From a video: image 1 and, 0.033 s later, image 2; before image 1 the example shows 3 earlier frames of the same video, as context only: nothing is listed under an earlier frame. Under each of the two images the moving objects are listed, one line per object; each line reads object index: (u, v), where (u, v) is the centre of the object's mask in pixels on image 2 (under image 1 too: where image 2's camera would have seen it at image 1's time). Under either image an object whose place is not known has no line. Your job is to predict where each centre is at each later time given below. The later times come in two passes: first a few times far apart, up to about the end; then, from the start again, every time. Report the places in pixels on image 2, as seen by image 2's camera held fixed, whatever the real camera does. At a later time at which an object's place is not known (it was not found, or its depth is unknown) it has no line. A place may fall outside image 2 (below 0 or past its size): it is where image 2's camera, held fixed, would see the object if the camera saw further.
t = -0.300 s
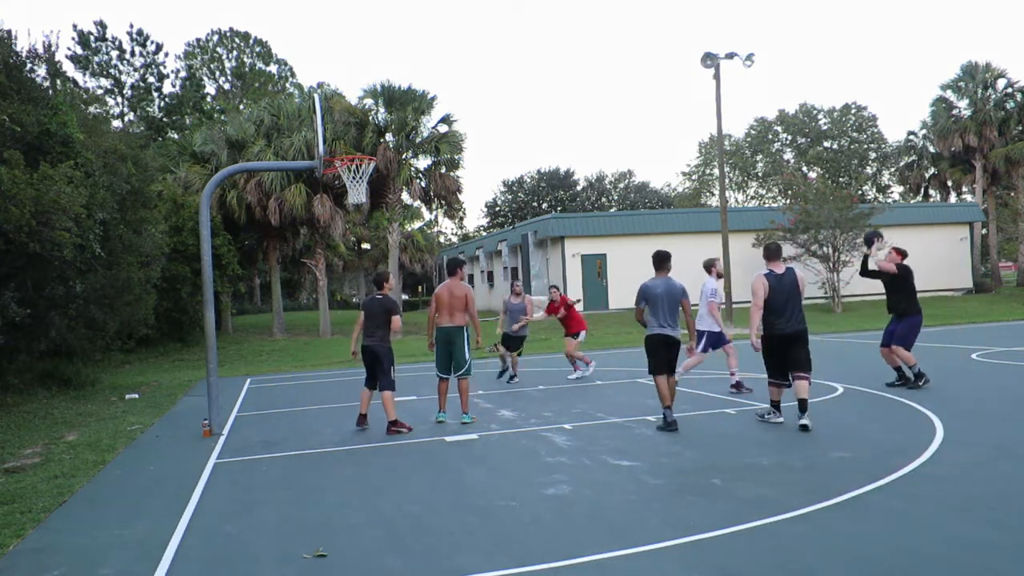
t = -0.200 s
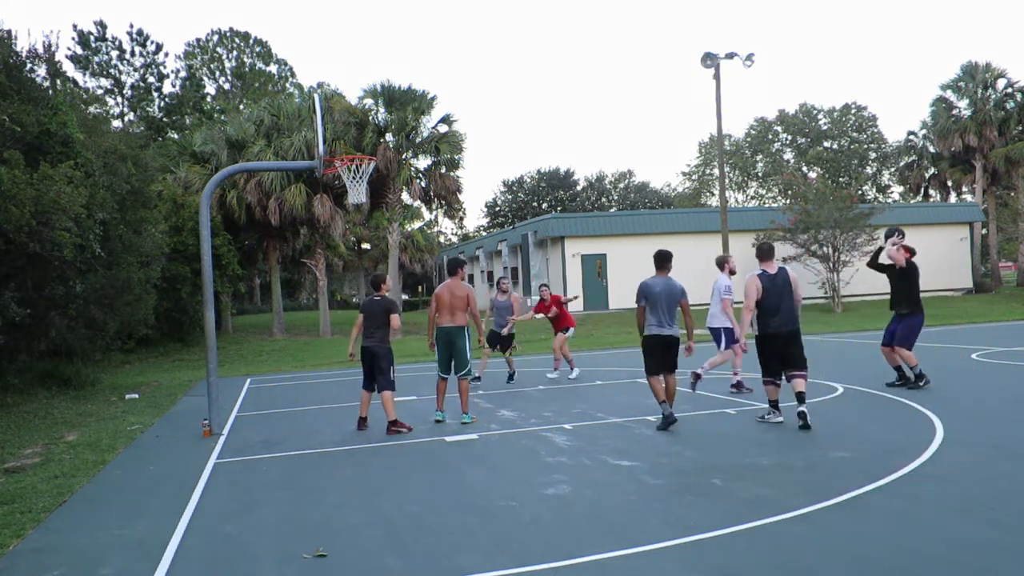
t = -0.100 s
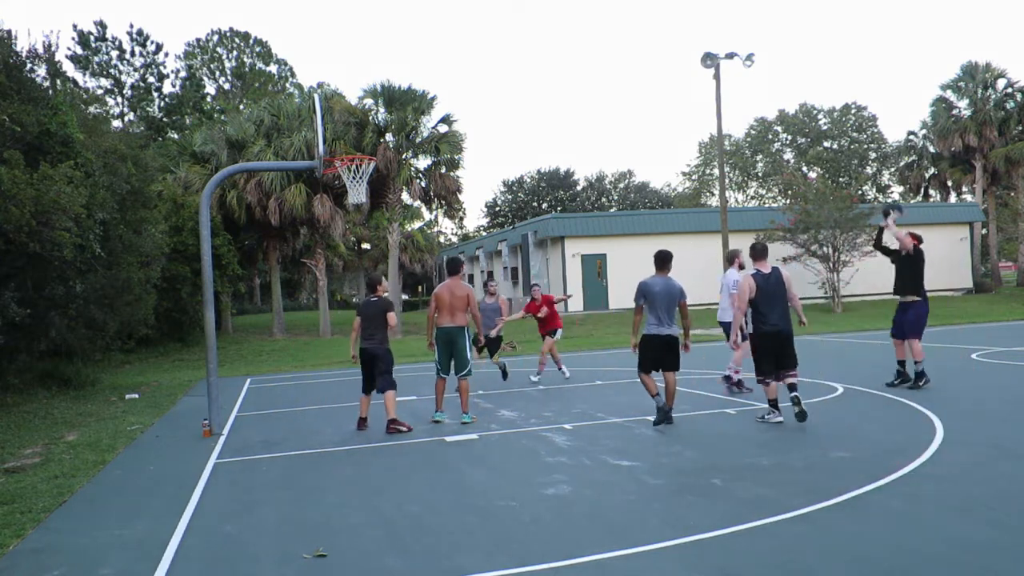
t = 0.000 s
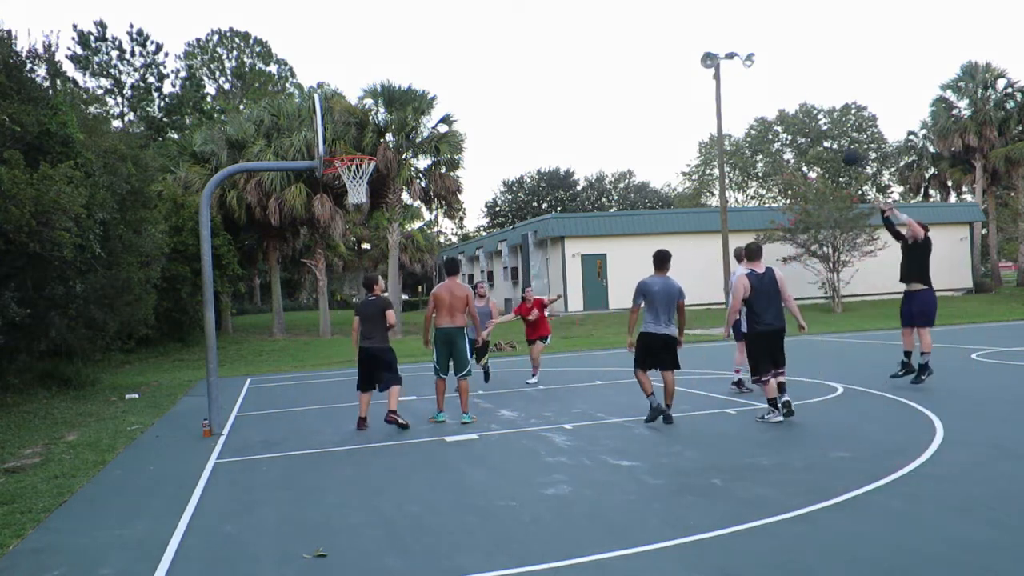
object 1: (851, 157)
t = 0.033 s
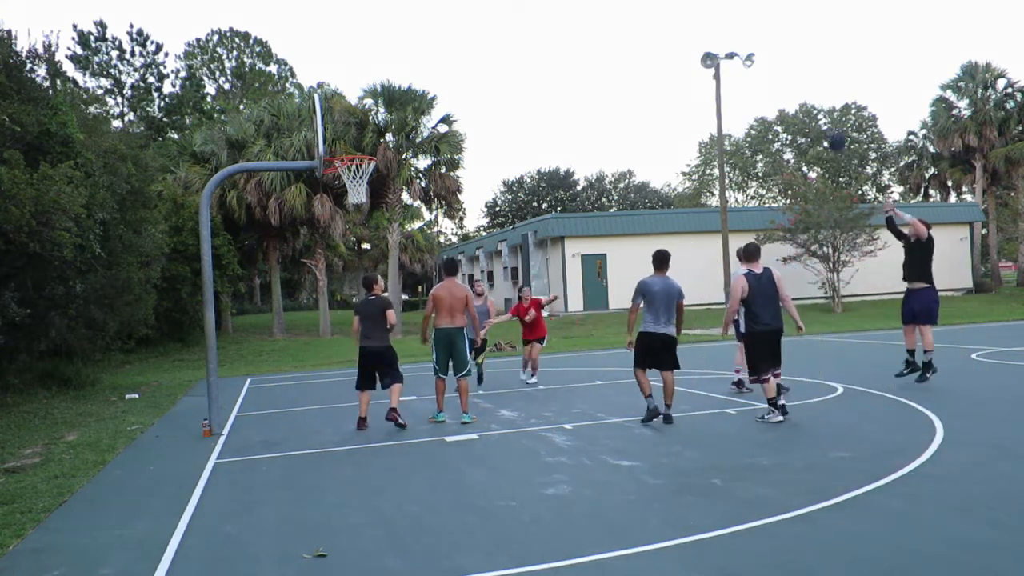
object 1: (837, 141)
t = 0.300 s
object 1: (725, 40)
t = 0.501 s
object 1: (644, 5)
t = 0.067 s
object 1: (824, 124)
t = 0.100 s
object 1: (808, 110)
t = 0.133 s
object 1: (795, 96)
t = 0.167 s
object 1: (781, 83)
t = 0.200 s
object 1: (767, 70)
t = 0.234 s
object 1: (752, 60)
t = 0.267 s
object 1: (739, 49)
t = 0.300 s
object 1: (725, 40)
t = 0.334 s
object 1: (711, 31)
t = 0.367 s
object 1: (698, 23)
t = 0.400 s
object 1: (684, 17)
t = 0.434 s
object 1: (671, 11)
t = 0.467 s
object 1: (657, 7)
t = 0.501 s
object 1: (644, 5)
